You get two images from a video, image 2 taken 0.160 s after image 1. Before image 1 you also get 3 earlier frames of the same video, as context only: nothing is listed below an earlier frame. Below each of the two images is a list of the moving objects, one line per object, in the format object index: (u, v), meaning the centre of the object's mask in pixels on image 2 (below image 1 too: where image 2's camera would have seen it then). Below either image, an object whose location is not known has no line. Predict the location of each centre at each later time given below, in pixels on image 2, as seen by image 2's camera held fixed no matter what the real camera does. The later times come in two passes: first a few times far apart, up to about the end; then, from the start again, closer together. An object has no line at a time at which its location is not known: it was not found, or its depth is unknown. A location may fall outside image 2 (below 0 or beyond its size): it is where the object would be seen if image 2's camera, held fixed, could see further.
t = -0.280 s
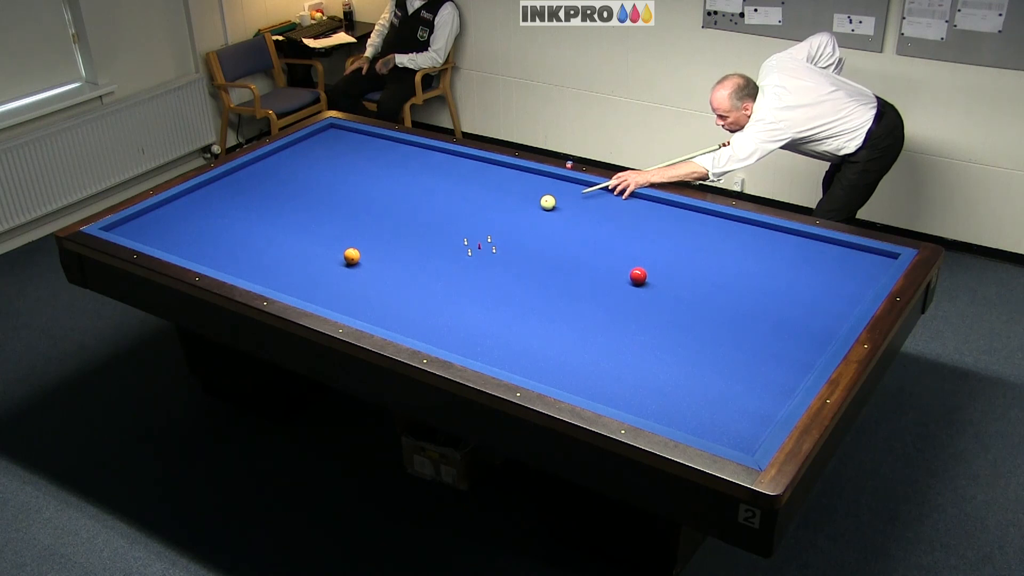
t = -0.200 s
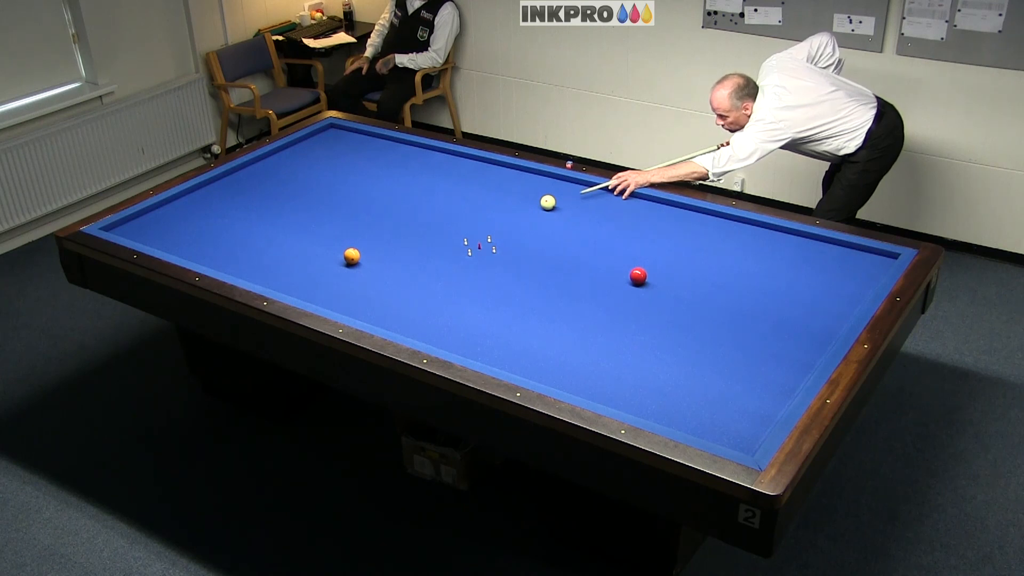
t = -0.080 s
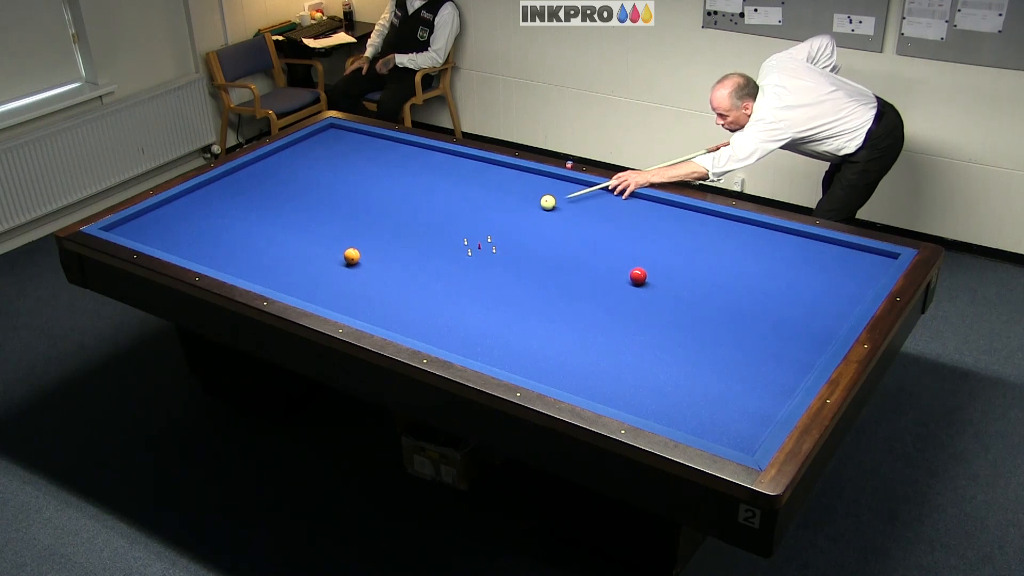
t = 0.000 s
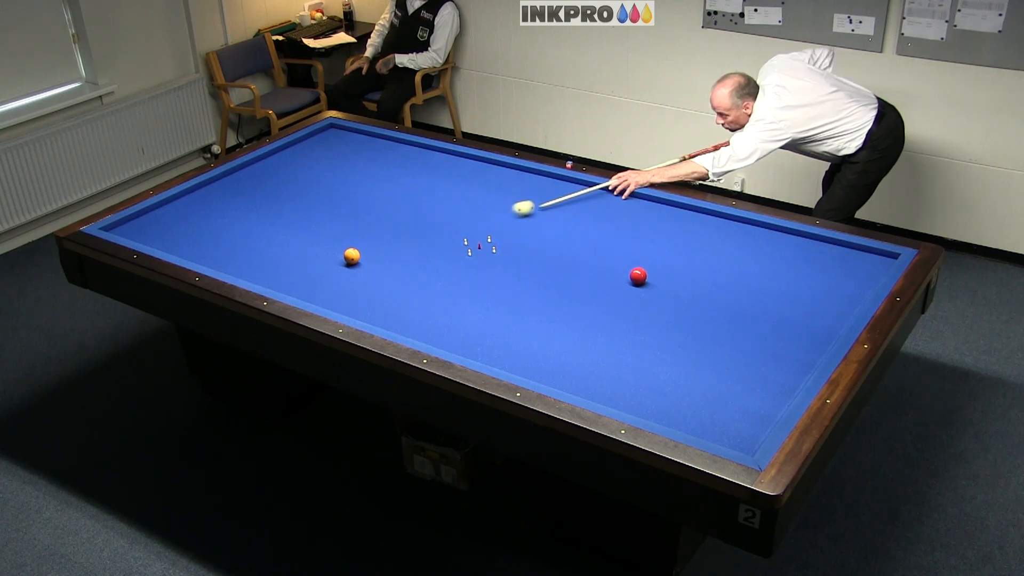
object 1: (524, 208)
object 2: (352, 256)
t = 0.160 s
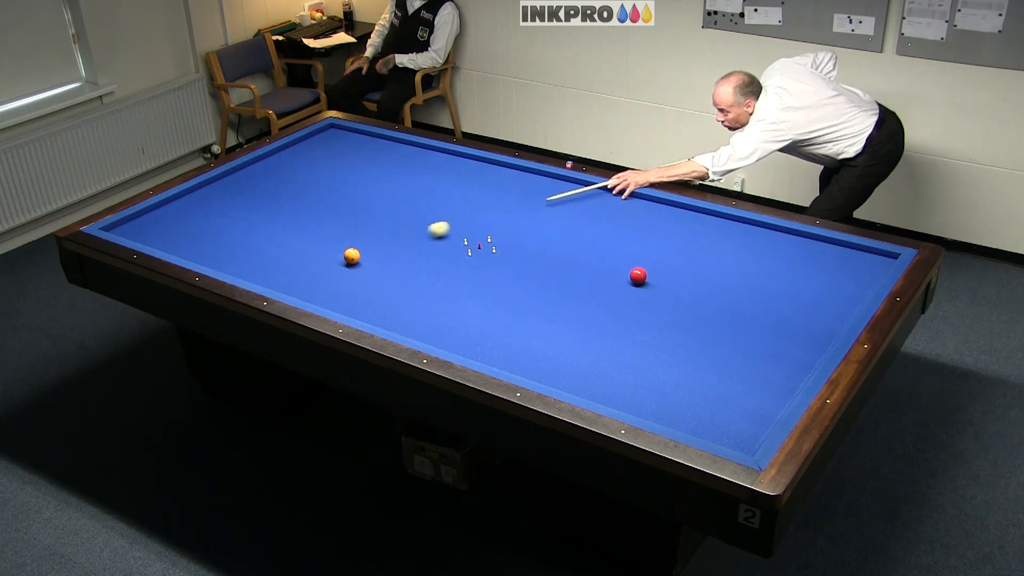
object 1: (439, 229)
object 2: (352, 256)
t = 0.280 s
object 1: (381, 244)
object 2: (352, 256)
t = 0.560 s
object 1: (306, 241)
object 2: (315, 288)
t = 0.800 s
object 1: (258, 235)
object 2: (328, 287)
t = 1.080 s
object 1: (206, 228)
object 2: (363, 274)
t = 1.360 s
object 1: (156, 221)
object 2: (395, 261)
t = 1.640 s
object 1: (145, 221)
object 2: (425, 249)
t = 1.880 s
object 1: (161, 225)
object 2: (449, 240)
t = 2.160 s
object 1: (180, 231)
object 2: (476, 229)
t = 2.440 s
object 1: (198, 236)
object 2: (500, 220)
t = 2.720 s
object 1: (215, 241)
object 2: (524, 210)
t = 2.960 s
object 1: (230, 246)
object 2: (543, 203)
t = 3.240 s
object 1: (247, 251)
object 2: (564, 195)
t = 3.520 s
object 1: (264, 257)
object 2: (584, 188)
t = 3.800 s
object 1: (280, 261)
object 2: (588, 189)
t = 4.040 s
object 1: (293, 266)
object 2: (586, 194)
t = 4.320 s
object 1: (308, 272)
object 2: (583, 199)
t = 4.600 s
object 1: (323, 277)
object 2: (581, 204)
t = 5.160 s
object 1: (352, 287)
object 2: (577, 214)
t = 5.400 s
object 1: (364, 291)
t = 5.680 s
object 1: (376, 295)
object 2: (574, 221)
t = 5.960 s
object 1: (389, 300)
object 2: (572, 225)
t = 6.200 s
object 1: (398, 304)
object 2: (571, 227)
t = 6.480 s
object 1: (410, 307)
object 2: (570, 230)
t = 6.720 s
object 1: (420, 310)
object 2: (569, 233)
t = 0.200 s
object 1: (419, 234)
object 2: (352, 256)
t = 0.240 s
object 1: (399, 239)
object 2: (352, 256)
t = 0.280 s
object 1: (381, 244)
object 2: (352, 256)
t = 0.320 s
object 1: (363, 248)
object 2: (351, 256)
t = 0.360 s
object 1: (351, 247)
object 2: (345, 261)
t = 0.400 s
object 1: (340, 246)
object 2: (339, 267)
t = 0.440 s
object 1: (331, 245)
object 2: (332, 273)
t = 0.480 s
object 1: (323, 244)
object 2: (326, 279)
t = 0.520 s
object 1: (314, 243)
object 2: (320, 283)
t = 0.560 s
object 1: (306, 241)
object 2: (315, 288)
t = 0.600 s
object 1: (298, 241)
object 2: (309, 293)
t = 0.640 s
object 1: (290, 239)
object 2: (306, 296)
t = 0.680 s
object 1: (282, 238)
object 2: (312, 294)
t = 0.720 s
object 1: (274, 237)
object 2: (318, 292)
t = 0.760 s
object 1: (266, 236)
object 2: (323, 290)
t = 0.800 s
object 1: (258, 235)
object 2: (328, 287)
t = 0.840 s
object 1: (251, 234)
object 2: (333, 285)
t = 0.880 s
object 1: (243, 233)
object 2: (338, 283)
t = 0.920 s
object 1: (236, 232)
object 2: (343, 282)
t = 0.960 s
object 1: (228, 231)
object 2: (348, 280)
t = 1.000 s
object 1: (220, 230)
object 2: (353, 278)
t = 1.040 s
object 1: (213, 229)
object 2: (358, 276)
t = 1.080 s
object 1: (206, 228)
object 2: (363, 274)
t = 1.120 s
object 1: (198, 227)
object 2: (367, 272)
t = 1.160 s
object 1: (191, 225)
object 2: (372, 270)
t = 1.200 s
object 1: (184, 224)
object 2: (376, 269)
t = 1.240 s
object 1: (177, 223)
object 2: (381, 266)
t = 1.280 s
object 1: (170, 223)
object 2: (386, 265)
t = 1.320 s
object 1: (163, 222)
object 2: (390, 263)
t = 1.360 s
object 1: (156, 221)
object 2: (395, 261)
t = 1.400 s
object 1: (149, 220)
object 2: (399, 259)
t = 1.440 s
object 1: (142, 219)
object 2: (403, 258)
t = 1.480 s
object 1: (136, 218)
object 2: (408, 256)
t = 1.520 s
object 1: (135, 218)
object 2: (412, 254)
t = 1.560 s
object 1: (139, 219)
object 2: (416, 253)
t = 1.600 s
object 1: (143, 220)
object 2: (420, 251)
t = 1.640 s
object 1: (145, 221)
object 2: (425, 249)
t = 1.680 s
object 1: (148, 222)
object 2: (429, 248)
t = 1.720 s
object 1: (151, 222)
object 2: (433, 246)
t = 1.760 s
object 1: (154, 223)
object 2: (437, 244)
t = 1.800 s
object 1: (156, 224)
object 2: (441, 243)
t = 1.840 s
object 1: (159, 225)
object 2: (445, 241)
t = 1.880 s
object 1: (161, 225)
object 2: (449, 240)
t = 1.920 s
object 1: (164, 226)
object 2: (453, 238)
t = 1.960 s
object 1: (167, 227)
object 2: (457, 237)
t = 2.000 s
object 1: (169, 228)
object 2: (460, 235)
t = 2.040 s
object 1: (172, 228)
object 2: (464, 234)
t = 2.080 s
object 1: (174, 229)
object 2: (468, 232)
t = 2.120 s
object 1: (177, 230)
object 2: (472, 231)
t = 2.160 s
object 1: (180, 231)
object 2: (476, 229)
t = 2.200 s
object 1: (182, 231)
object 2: (479, 228)
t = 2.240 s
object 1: (185, 232)
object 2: (483, 227)
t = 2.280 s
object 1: (187, 233)
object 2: (486, 225)
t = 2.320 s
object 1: (190, 234)
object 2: (490, 224)
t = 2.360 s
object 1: (192, 235)
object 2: (493, 222)
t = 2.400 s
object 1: (195, 235)
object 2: (497, 221)
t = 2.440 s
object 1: (198, 236)
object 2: (500, 220)
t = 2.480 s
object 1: (200, 237)
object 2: (504, 218)
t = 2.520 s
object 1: (203, 238)
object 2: (507, 217)
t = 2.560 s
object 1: (205, 239)
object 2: (510, 216)
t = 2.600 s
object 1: (208, 239)
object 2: (514, 214)
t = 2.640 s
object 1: (210, 240)
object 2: (517, 213)
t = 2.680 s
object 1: (213, 240)
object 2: (521, 212)
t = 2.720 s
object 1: (215, 241)
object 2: (524, 210)
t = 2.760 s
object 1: (218, 242)
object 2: (527, 209)
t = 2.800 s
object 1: (220, 243)
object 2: (530, 208)
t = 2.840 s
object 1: (223, 243)
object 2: (533, 207)
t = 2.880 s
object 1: (225, 244)
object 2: (537, 206)
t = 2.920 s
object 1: (228, 245)
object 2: (540, 204)
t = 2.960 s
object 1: (230, 246)
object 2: (543, 203)
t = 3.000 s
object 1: (233, 247)
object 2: (546, 202)
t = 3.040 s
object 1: (235, 247)
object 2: (549, 201)
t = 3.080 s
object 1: (238, 248)
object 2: (552, 200)
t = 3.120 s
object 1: (240, 249)
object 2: (555, 199)
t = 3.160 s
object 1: (242, 250)
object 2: (558, 197)
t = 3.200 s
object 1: (245, 251)
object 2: (561, 196)
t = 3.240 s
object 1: (247, 251)
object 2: (564, 195)
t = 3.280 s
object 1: (250, 252)
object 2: (567, 194)
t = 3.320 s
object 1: (252, 253)
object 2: (570, 193)
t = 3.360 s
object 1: (254, 253)
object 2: (572, 192)
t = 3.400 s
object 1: (257, 254)
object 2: (575, 191)
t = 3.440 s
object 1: (259, 255)
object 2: (578, 190)
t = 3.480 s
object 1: (262, 256)
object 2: (581, 189)
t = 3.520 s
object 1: (264, 257)
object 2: (584, 188)
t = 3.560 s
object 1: (266, 257)
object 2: (586, 186)
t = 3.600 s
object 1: (269, 258)
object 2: (589, 186)
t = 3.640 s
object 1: (271, 258)
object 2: (589, 186)
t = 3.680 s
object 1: (273, 259)
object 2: (589, 187)
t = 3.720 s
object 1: (276, 260)
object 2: (589, 188)
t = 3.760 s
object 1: (278, 260)
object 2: (588, 188)
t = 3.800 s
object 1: (280, 261)
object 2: (588, 189)
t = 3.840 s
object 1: (282, 262)
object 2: (587, 190)
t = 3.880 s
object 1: (285, 263)
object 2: (587, 191)
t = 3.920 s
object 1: (287, 264)
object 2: (587, 192)
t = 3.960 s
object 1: (289, 265)
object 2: (586, 192)
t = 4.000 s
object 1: (291, 265)
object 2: (586, 193)
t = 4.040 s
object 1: (293, 266)
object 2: (586, 194)
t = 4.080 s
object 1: (296, 267)
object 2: (585, 195)
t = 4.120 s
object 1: (298, 268)
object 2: (585, 195)
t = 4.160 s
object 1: (300, 268)
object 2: (584, 196)
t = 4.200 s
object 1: (302, 269)
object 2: (584, 197)
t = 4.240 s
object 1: (304, 270)
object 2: (584, 198)
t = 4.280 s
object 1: (306, 271)
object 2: (583, 199)
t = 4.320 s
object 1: (308, 272)
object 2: (583, 199)
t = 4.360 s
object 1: (311, 272)
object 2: (583, 200)
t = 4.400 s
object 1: (313, 273)
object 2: (582, 201)
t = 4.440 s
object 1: (315, 274)
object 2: (582, 201)
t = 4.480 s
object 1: (317, 275)
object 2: (582, 202)
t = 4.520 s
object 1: (319, 276)
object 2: (581, 203)
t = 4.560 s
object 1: (321, 276)
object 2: (581, 203)
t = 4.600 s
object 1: (323, 277)
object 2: (581, 204)
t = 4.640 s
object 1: (325, 278)
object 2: (580, 205)
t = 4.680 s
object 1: (327, 278)
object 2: (580, 206)
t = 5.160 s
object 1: (352, 287)
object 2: (577, 214)
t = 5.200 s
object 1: (354, 287)
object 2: (576, 214)
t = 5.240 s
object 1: (356, 288)
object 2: (576, 215)
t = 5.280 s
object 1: (358, 289)
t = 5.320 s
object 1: (360, 289)
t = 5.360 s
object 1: (361, 290)
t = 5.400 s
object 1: (364, 291)
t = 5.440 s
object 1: (366, 291)
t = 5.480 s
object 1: (367, 292)
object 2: (570, 217)
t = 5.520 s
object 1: (369, 293)
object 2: (574, 218)
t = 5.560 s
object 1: (371, 293)
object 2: (574, 219)
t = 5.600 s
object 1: (373, 294)
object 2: (574, 220)
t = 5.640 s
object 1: (374, 295)
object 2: (574, 220)
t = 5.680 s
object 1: (376, 295)
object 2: (574, 221)
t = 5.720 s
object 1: (378, 296)
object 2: (573, 221)
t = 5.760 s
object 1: (380, 297)
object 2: (573, 222)
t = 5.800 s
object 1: (381, 298)
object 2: (573, 222)
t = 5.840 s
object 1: (383, 299)
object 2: (573, 223)
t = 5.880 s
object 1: (385, 299)
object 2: (572, 223)
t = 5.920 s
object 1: (387, 300)
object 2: (572, 224)
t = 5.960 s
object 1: (389, 300)
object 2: (572, 225)
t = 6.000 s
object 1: (391, 300)
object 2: (572, 225)
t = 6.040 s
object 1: (392, 301)
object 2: (572, 225)
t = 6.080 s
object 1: (394, 302)
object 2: (572, 226)
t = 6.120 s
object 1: (395, 302)
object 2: (571, 226)
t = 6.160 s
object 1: (397, 303)
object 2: (571, 227)
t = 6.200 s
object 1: (398, 304)
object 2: (571, 227)
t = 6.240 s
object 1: (400, 304)
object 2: (571, 228)
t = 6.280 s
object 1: (402, 305)
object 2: (571, 228)
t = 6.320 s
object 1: (404, 305)
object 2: (571, 229)
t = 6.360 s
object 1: (405, 305)
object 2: (571, 229)
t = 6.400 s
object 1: (407, 306)
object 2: (570, 230)
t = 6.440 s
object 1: (409, 307)
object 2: (570, 230)
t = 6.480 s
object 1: (410, 307)
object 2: (570, 230)
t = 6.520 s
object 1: (412, 308)
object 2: (570, 231)
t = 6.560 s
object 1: (413, 308)
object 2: (570, 231)
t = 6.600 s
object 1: (415, 309)
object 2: (570, 232)
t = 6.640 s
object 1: (417, 309)
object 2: (570, 232)
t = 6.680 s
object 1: (418, 310)
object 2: (570, 232)
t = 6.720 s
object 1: (420, 310)
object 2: (569, 233)
